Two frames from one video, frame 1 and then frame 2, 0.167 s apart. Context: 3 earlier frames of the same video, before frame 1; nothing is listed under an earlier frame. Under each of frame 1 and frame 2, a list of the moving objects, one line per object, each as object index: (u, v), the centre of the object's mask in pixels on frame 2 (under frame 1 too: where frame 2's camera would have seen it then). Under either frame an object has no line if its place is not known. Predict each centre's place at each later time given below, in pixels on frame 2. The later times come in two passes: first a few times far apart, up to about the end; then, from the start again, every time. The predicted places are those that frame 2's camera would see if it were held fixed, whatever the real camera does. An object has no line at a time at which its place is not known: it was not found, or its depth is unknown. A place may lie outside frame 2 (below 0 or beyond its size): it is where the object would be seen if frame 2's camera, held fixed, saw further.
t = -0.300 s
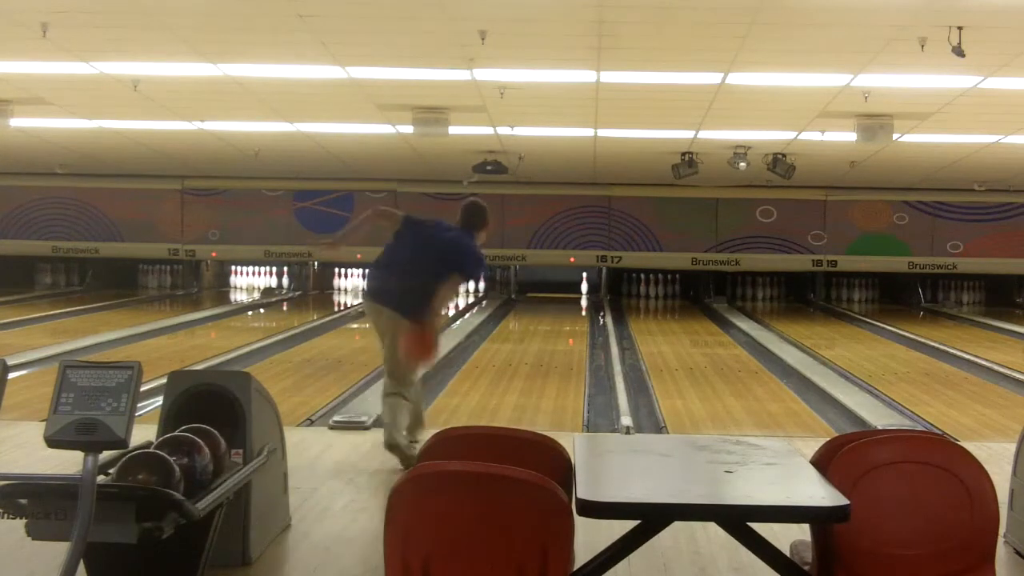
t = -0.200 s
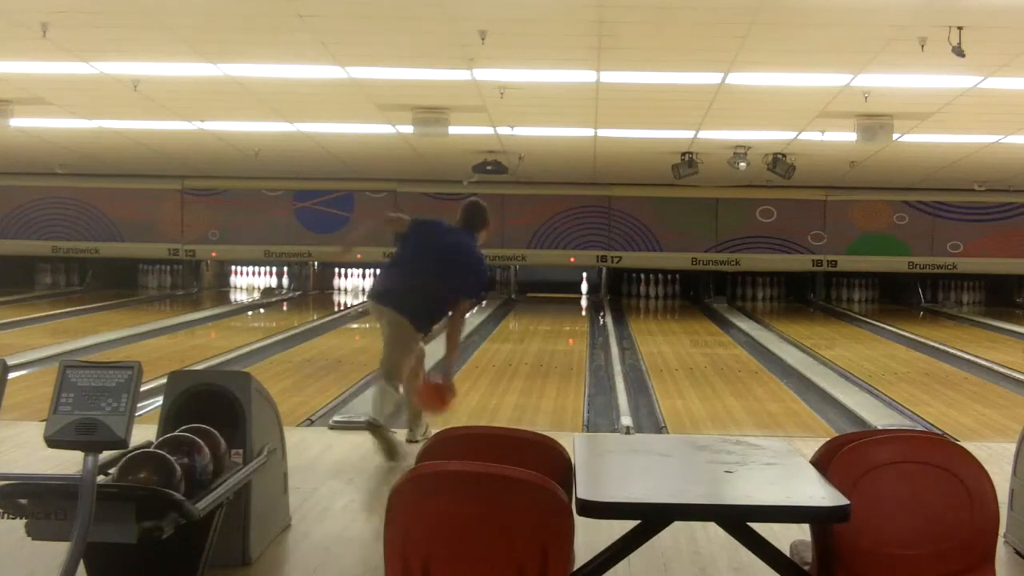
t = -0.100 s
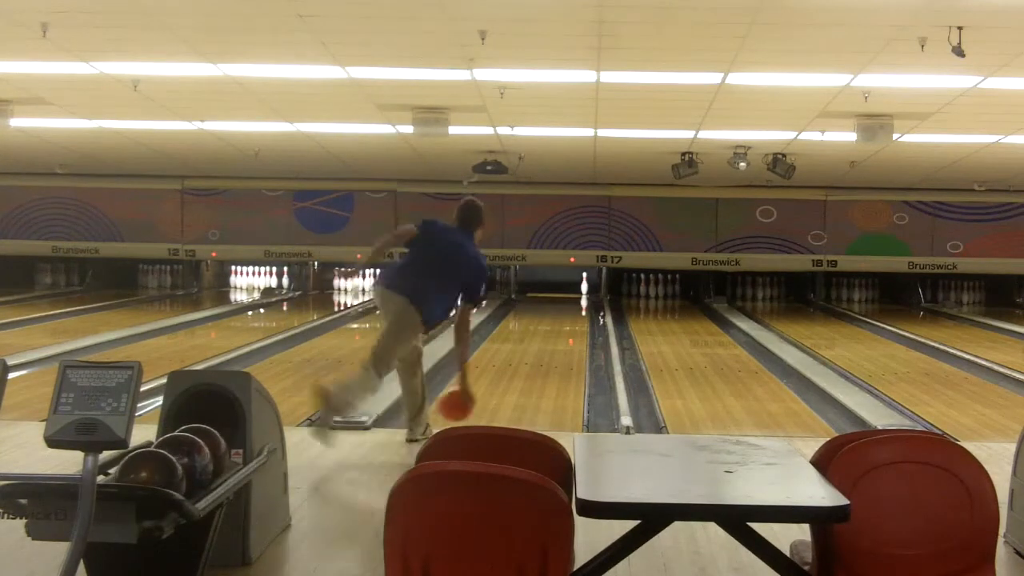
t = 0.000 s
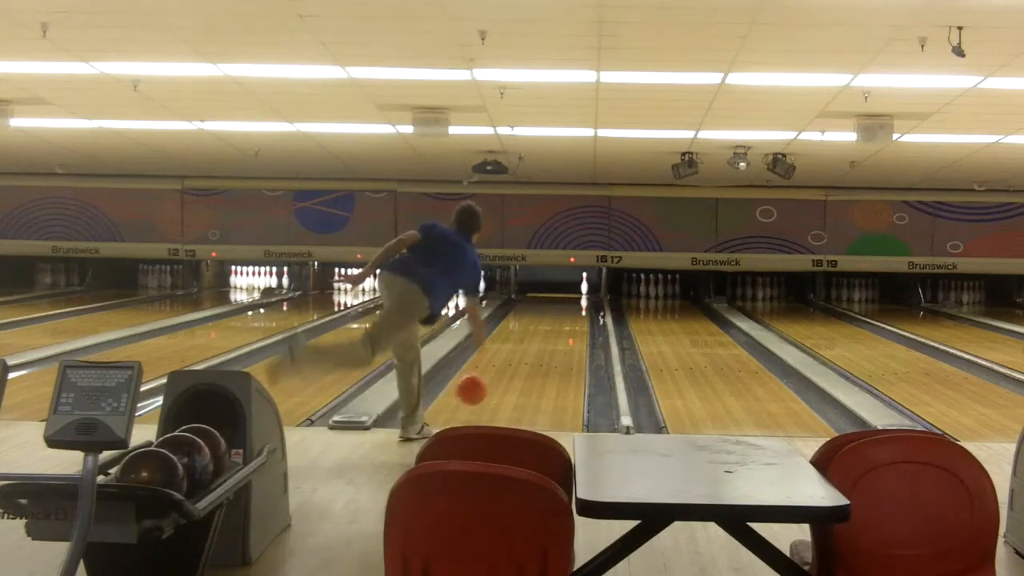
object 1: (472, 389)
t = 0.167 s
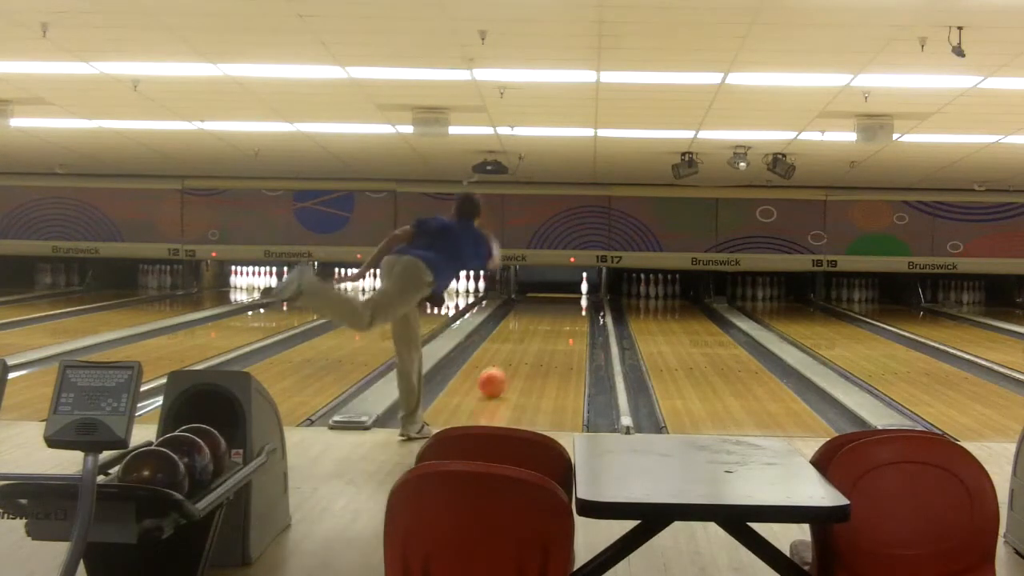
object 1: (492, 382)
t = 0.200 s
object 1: (495, 378)
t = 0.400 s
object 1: (514, 362)
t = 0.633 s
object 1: (530, 346)
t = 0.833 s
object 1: (541, 334)
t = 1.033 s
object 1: (551, 324)
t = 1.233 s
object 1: (558, 317)
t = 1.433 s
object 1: (564, 310)
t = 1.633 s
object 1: (569, 304)
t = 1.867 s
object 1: (573, 299)
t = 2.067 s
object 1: (576, 295)
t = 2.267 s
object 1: (579, 291)
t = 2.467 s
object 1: (579, 288)
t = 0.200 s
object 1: (495, 378)
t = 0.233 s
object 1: (499, 376)
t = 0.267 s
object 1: (502, 373)
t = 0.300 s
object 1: (505, 370)
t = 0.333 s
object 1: (508, 367)
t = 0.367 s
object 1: (511, 365)
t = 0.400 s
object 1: (514, 362)
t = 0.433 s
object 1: (515, 360)
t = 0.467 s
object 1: (519, 357)
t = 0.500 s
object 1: (521, 354)
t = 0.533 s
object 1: (523, 352)
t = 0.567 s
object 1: (525, 350)
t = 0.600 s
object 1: (527, 347)
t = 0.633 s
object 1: (530, 346)
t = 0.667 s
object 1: (533, 343)
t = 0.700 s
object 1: (534, 341)
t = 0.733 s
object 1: (536, 339)
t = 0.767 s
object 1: (538, 337)
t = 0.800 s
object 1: (540, 335)
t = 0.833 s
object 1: (541, 334)
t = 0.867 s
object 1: (543, 332)
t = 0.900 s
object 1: (545, 330)
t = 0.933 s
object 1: (546, 329)
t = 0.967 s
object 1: (547, 328)
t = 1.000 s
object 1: (549, 326)
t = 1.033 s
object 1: (551, 324)
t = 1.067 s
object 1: (552, 323)
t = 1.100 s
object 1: (553, 322)
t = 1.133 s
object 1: (554, 320)
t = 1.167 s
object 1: (555, 319)
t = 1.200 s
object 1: (556, 318)
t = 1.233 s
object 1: (558, 317)
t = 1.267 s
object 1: (559, 316)
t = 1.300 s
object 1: (560, 315)
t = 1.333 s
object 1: (561, 314)
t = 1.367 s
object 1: (563, 312)
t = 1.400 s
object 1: (563, 311)
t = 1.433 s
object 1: (564, 310)
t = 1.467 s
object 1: (565, 309)
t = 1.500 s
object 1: (566, 307)
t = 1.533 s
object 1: (567, 307)
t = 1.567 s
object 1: (568, 306)
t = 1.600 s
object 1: (569, 305)
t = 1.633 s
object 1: (569, 304)
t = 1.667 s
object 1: (569, 304)
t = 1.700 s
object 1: (570, 303)
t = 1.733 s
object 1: (570, 303)
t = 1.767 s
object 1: (571, 302)
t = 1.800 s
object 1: (572, 302)
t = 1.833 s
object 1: (572, 301)
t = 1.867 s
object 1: (573, 299)
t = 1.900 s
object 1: (574, 298)
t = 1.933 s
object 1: (575, 297)
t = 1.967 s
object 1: (575, 296)
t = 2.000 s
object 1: (575, 295)
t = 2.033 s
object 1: (576, 295)
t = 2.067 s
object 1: (576, 295)
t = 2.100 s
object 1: (577, 294)
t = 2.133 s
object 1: (577, 294)
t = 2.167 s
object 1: (578, 293)
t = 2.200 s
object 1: (578, 292)
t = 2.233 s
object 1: (578, 292)
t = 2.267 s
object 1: (579, 291)
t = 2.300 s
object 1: (579, 290)
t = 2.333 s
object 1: (579, 290)
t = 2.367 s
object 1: (580, 289)
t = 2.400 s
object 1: (581, 289)
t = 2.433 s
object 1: (581, 288)
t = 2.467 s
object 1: (579, 288)
